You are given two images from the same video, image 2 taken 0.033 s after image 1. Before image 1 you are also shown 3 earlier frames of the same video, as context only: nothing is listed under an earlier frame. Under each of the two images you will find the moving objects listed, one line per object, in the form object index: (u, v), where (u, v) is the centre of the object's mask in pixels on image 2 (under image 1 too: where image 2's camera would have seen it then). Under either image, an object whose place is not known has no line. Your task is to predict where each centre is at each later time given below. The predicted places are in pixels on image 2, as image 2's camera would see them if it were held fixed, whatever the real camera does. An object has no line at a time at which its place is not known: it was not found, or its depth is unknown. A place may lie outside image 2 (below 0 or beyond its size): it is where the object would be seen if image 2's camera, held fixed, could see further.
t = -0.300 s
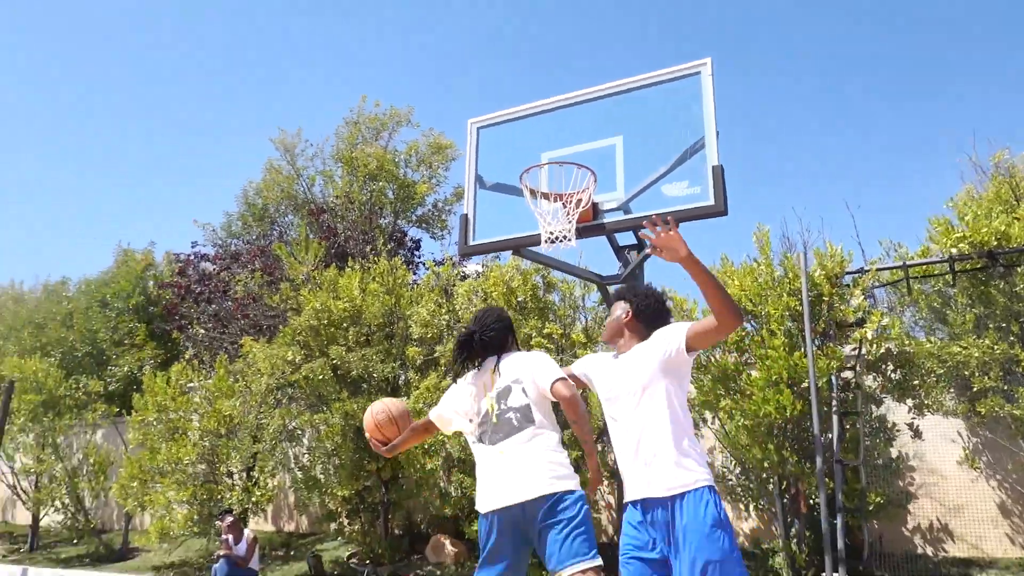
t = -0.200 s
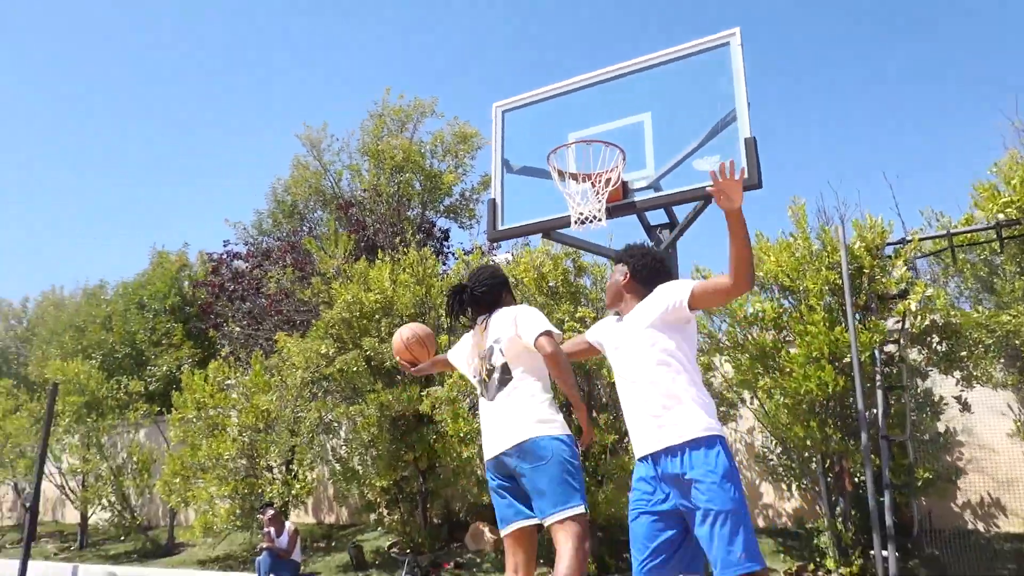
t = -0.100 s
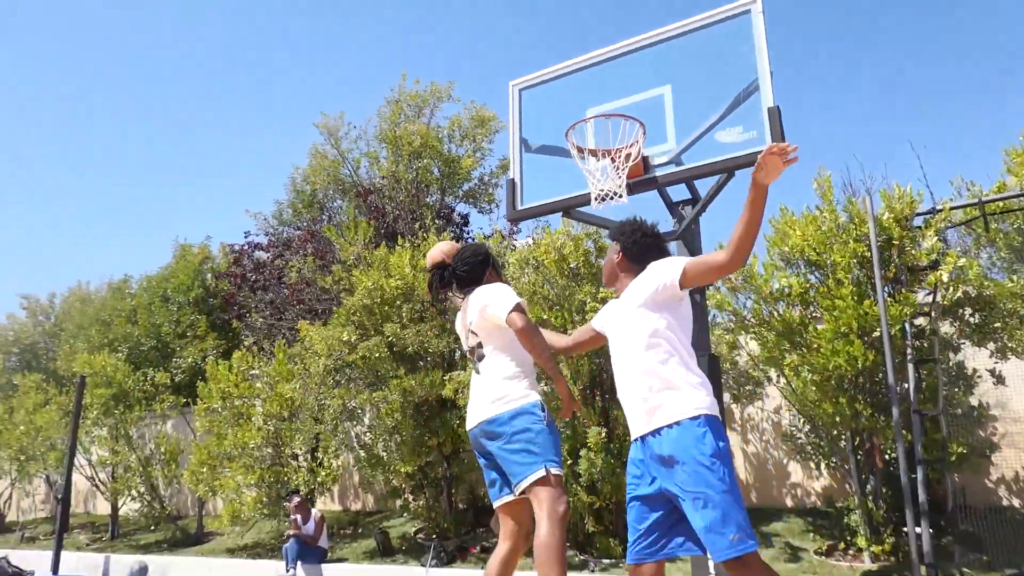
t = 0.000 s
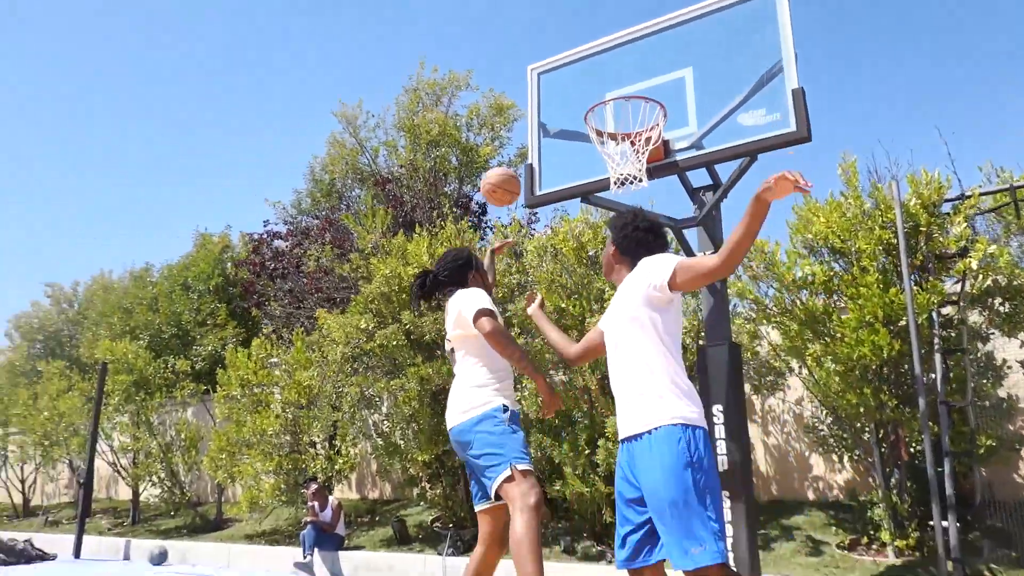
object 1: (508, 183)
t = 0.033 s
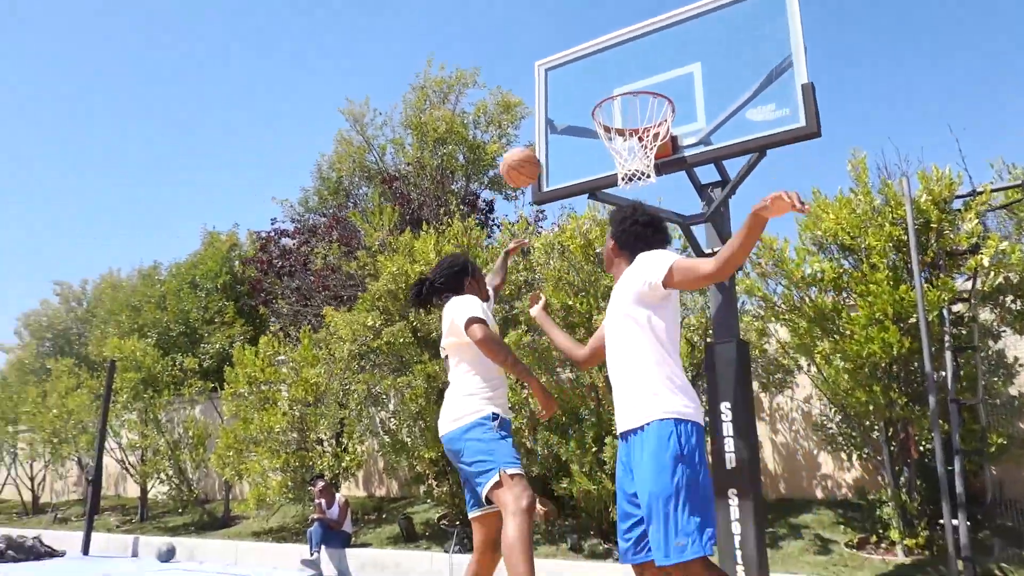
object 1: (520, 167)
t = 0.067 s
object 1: (532, 154)
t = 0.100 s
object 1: (544, 142)
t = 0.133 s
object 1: (555, 132)
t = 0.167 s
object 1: (566, 123)
